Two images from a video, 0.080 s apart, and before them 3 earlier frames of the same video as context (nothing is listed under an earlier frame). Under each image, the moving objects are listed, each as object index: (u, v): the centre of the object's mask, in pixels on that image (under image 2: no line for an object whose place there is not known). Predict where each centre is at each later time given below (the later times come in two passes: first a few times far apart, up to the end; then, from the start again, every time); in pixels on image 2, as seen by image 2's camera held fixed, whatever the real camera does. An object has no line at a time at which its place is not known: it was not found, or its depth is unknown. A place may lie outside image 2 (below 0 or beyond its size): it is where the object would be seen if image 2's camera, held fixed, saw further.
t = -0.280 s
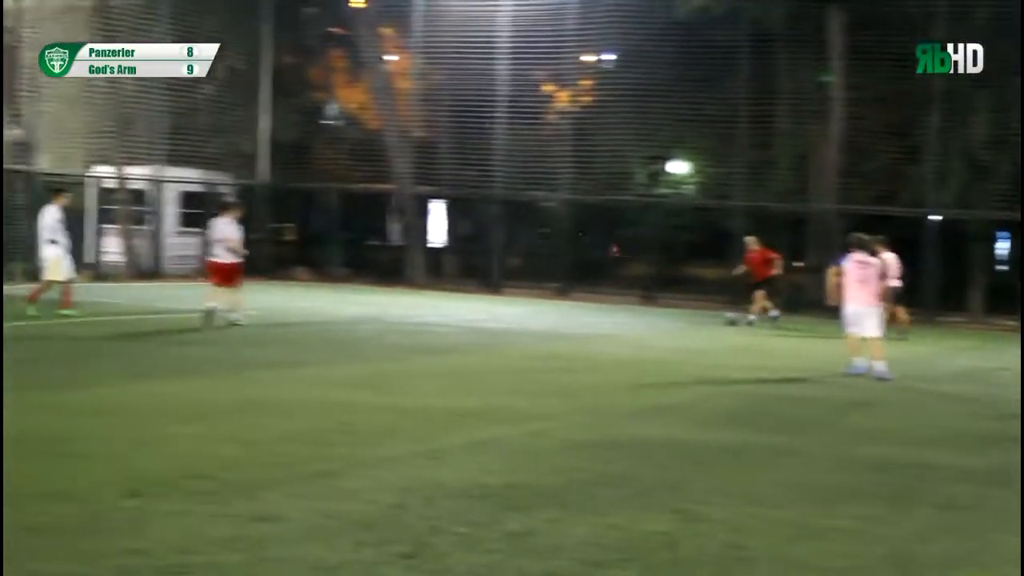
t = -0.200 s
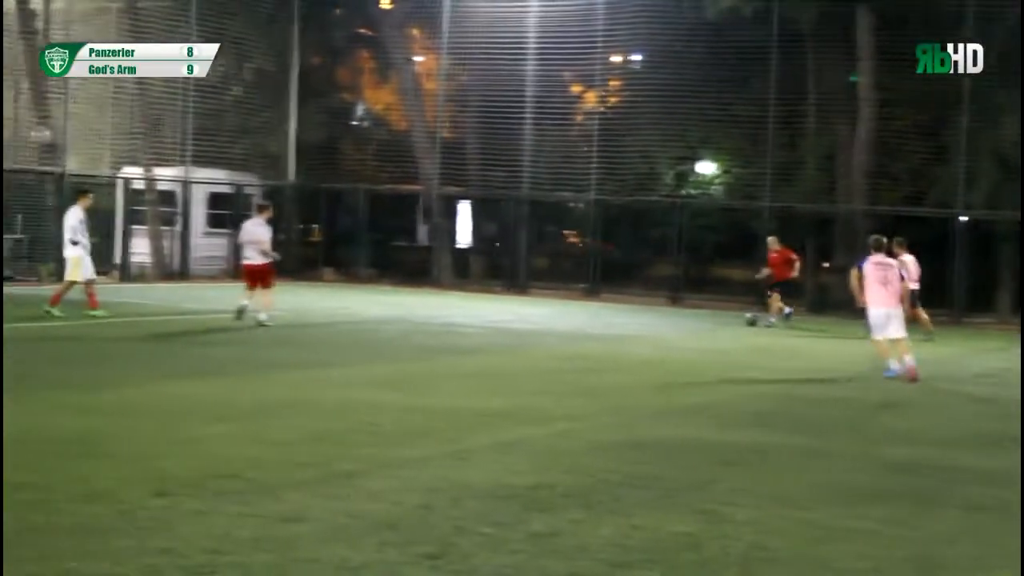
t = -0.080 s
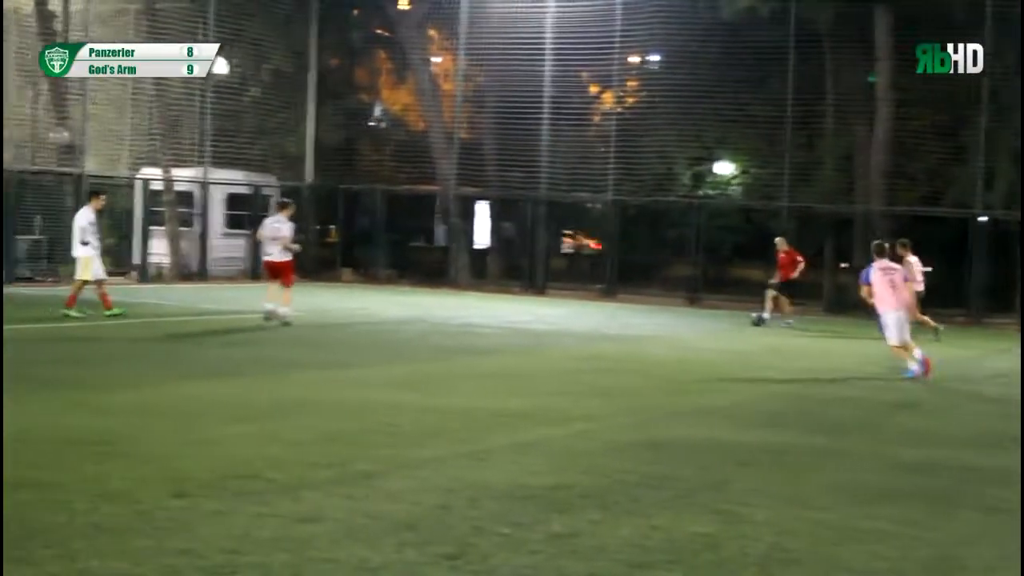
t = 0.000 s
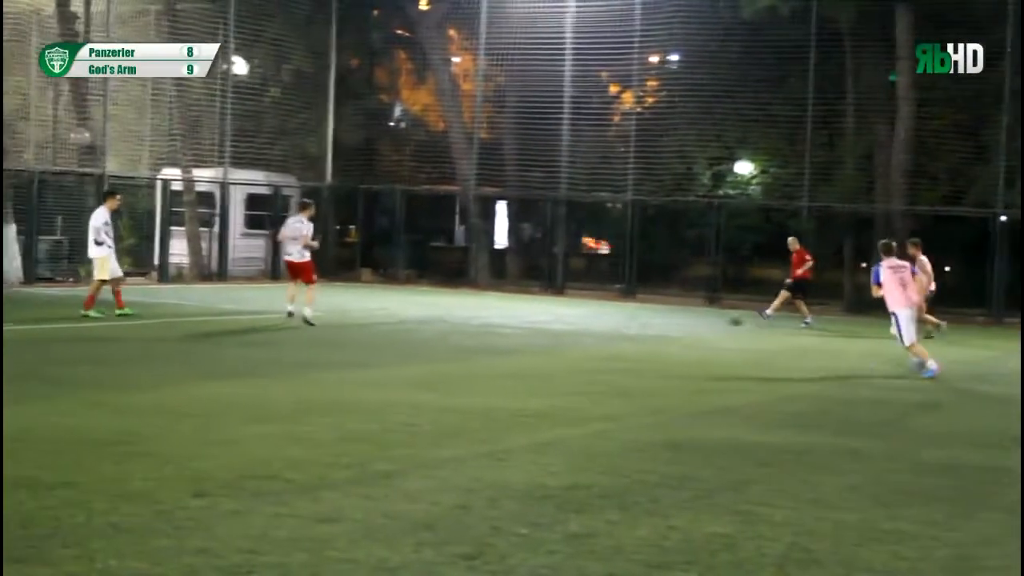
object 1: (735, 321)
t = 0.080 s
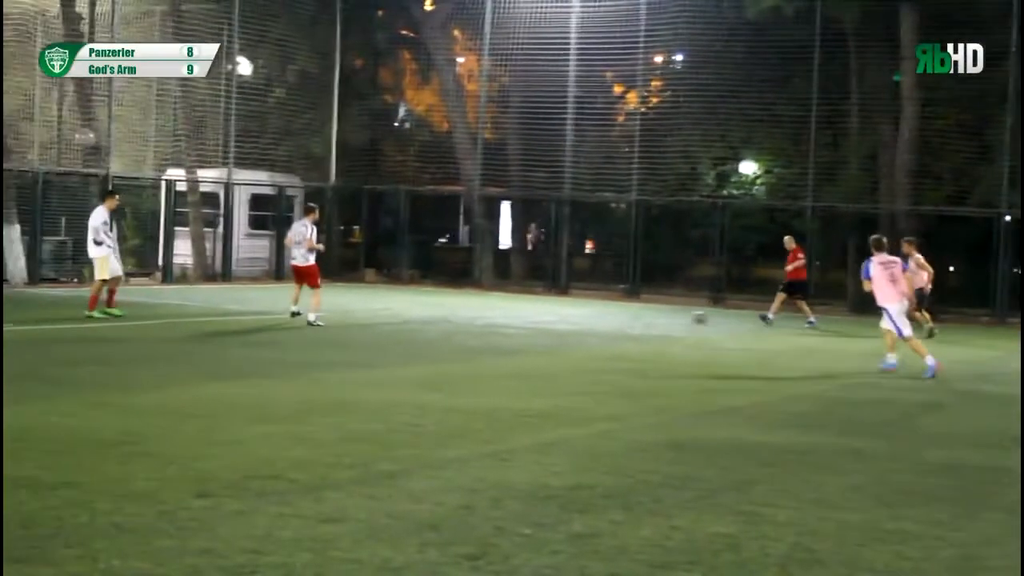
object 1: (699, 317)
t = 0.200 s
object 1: (646, 315)
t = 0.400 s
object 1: (559, 313)
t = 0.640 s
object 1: (469, 315)
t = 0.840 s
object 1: (400, 314)
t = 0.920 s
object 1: (372, 316)
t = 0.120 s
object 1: (680, 318)
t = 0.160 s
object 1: (663, 316)
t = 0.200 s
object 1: (646, 315)
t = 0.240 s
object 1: (628, 315)
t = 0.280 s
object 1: (610, 316)
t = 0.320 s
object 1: (592, 317)
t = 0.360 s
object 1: (575, 316)
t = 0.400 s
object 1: (559, 313)
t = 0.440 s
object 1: (543, 314)
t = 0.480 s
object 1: (528, 314)
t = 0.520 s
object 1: (511, 316)
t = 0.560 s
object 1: (497, 317)
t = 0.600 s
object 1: (482, 315)
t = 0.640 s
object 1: (469, 315)
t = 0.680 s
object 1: (455, 316)
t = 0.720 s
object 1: (440, 317)
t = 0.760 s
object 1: (428, 316)
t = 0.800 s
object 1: (414, 314)
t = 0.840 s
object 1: (400, 314)
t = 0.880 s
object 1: (386, 315)
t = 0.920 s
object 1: (372, 316)
